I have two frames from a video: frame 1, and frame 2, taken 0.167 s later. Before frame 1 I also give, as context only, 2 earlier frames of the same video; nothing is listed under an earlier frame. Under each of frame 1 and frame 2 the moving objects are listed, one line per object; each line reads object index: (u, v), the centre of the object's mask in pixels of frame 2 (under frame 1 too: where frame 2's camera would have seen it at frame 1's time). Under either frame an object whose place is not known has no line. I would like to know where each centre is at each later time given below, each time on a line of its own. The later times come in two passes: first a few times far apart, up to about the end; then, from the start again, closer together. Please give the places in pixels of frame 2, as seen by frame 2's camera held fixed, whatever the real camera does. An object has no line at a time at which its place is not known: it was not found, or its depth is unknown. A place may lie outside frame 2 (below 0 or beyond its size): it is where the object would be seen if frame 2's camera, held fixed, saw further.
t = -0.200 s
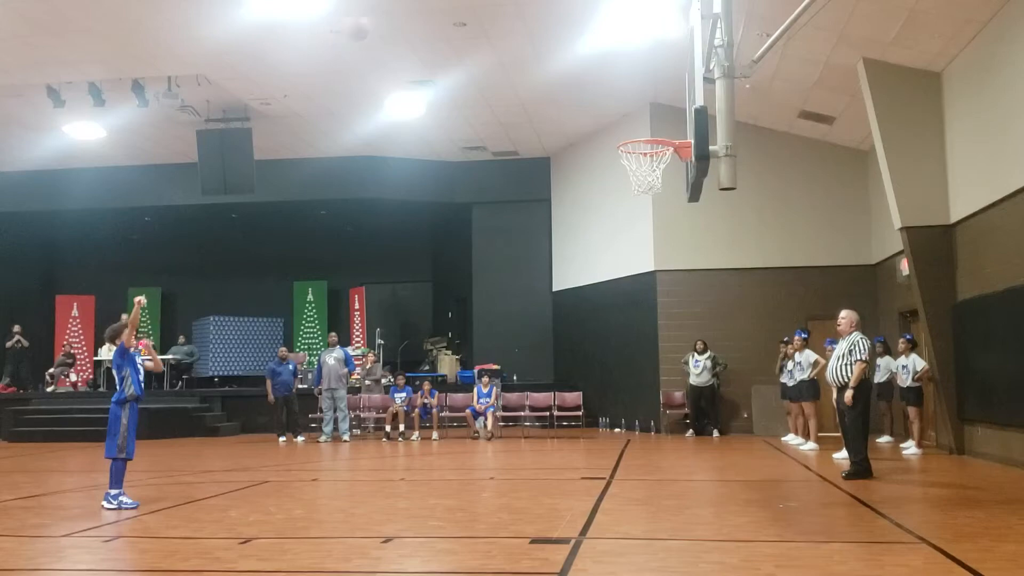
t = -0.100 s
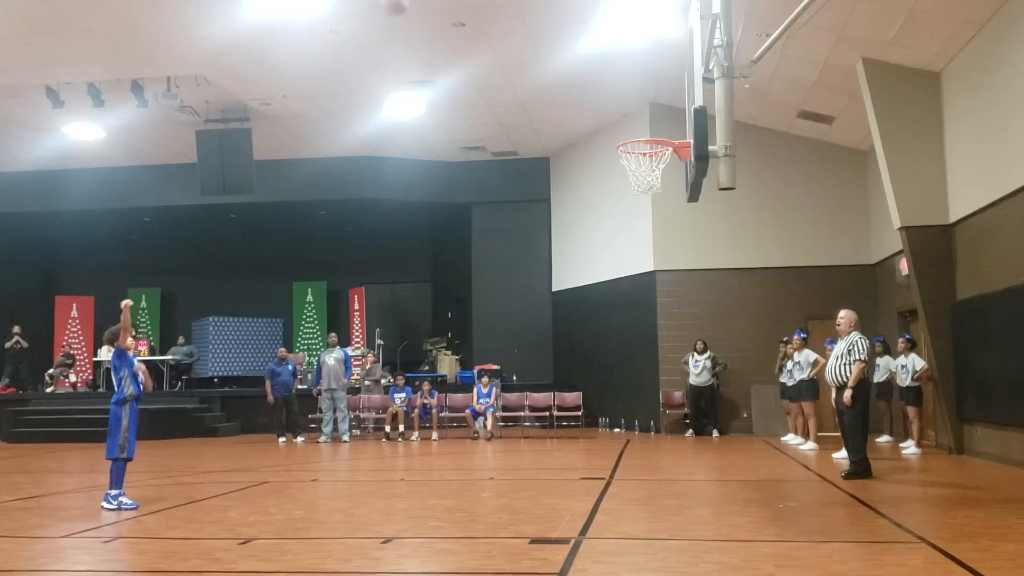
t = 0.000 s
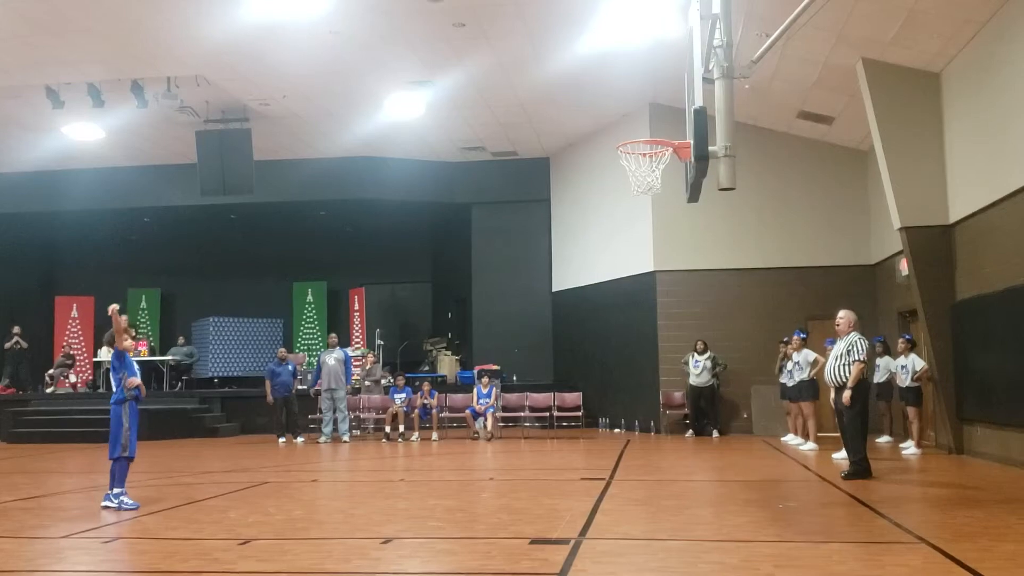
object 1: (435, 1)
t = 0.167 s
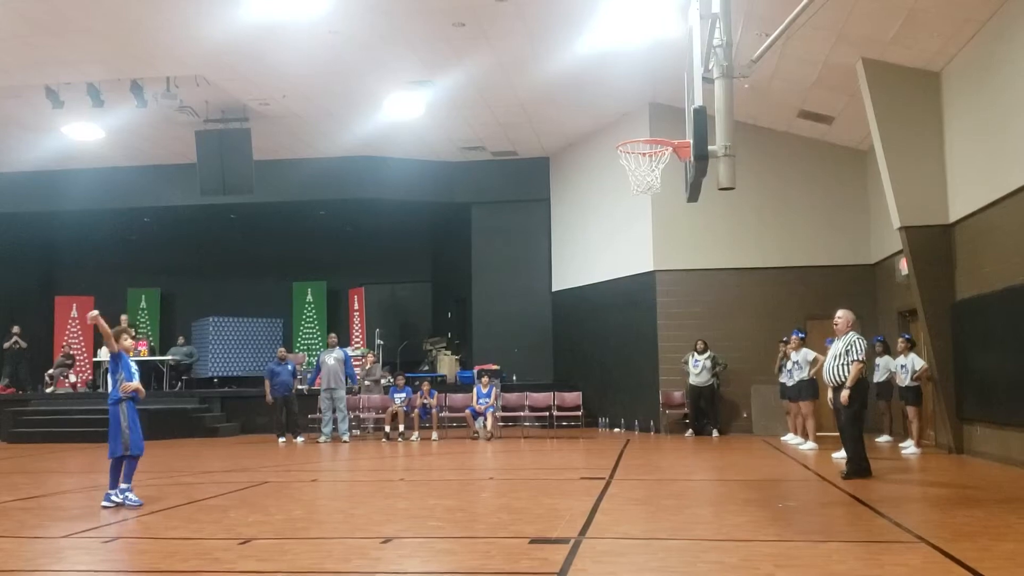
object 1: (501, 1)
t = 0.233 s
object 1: (527, 5)
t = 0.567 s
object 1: (661, 110)
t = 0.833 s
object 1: (617, 92)
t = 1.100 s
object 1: (537, 123)
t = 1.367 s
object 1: (449, 250)
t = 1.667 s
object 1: (338, 522)
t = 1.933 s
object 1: (310, 334)
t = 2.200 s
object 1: (280, 250)
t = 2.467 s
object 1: (244, 279)
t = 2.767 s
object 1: (205, 456)
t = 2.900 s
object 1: (186, 523)
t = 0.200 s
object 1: (514, 3)
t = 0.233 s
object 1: (527, 5)
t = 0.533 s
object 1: (648, 93)
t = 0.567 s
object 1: (661, 110)
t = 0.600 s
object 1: (675, 130)
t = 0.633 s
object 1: (673, 121)
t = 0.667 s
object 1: (664, 112)
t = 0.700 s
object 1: (654, 106)
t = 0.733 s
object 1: (644, 100)
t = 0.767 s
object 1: (635, 96)
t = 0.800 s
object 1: (626, 93)
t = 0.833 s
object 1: (617, 92)
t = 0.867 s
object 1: (606, 91)
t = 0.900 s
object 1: (597, 91)
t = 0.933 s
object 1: (587, 93)
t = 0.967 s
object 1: (577, 97)
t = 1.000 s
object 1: (567, 101)
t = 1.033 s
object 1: (557, 107)
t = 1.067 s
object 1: (547, 114)
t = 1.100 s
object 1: (537, 123)
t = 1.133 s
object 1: (526, 134)
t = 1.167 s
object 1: (516, 146)
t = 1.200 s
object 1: (505, 159)
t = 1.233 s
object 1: (494, 174)
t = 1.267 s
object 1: (483, 191)
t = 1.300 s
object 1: (472, 209)
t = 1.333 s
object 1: (461, 229)
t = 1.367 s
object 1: (449, 250)
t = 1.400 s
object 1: (438, 274)
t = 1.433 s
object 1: (426, 299)
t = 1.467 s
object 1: (414, 326)
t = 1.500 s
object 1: (401, 354)
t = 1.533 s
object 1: (389, 384)
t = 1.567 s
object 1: (376, 418)
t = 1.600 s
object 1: (362, 456)
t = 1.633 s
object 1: (349, 494)
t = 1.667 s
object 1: (338, 522)
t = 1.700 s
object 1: (334, 492)
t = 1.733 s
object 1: (331, 464)
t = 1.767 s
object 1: (328, 437)
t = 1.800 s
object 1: (324, 414)
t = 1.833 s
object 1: (321, 392)
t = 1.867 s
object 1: (317, 371)
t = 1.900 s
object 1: (314, 351)
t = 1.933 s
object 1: (310, 334)
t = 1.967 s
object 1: (306, 318)
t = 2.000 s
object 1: (303, 303)
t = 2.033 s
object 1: (300, 292)
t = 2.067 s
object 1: (295, 277)
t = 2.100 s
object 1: (292, 269)
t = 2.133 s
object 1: (288, 261)
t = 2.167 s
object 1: (284, 254)
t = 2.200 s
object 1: (280, 250)
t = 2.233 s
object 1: (272, 245)
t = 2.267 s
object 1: (268, 244)
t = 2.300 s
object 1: (264, 245)
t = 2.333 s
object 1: (260, 249)
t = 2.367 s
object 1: (256, 253)
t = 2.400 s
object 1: (252, 260)
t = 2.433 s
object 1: (248, 268)
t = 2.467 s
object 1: (244, 279)
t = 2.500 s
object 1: (240, 290)
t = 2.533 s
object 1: (235, 304)
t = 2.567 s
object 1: (231, 319)
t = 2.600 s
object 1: (227, 336)
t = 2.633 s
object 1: (222, 357)
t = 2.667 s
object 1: (218, 380)
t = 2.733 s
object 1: (209, 427)
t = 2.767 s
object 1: (205, 456)
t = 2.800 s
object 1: (200, 487)
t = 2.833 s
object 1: (196, 521)
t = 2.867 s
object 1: (189, 550)
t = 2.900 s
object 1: (186, 523)
